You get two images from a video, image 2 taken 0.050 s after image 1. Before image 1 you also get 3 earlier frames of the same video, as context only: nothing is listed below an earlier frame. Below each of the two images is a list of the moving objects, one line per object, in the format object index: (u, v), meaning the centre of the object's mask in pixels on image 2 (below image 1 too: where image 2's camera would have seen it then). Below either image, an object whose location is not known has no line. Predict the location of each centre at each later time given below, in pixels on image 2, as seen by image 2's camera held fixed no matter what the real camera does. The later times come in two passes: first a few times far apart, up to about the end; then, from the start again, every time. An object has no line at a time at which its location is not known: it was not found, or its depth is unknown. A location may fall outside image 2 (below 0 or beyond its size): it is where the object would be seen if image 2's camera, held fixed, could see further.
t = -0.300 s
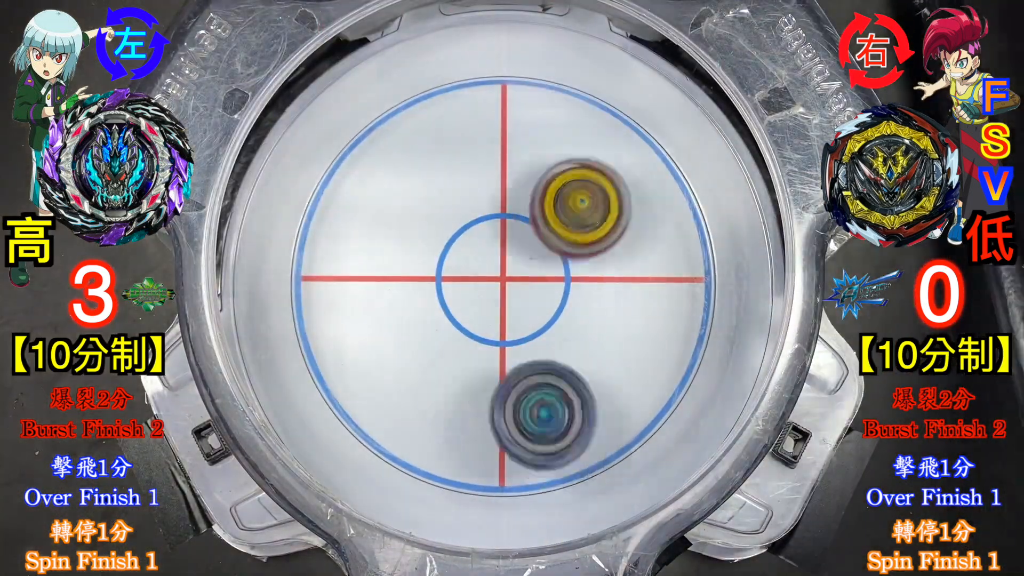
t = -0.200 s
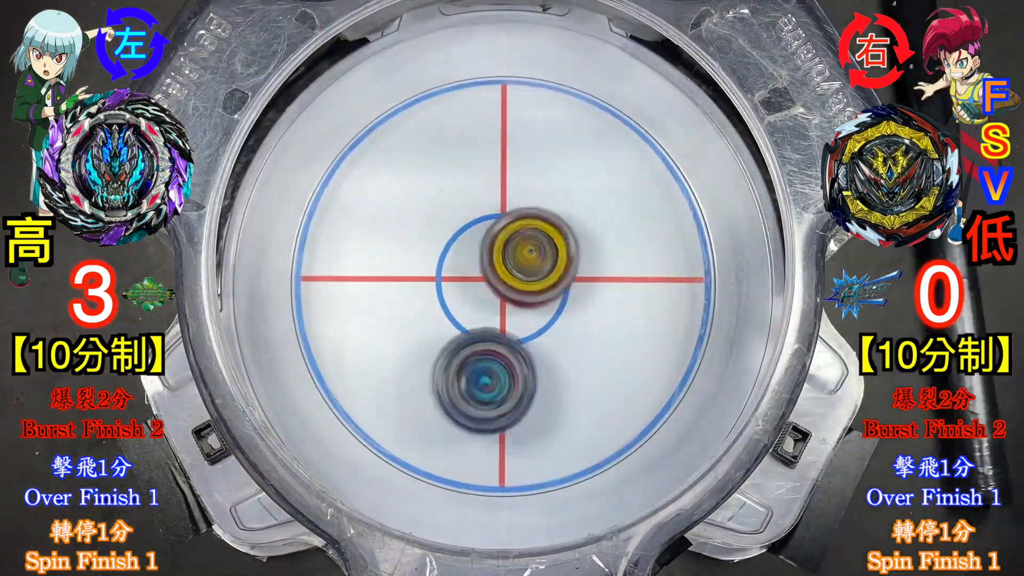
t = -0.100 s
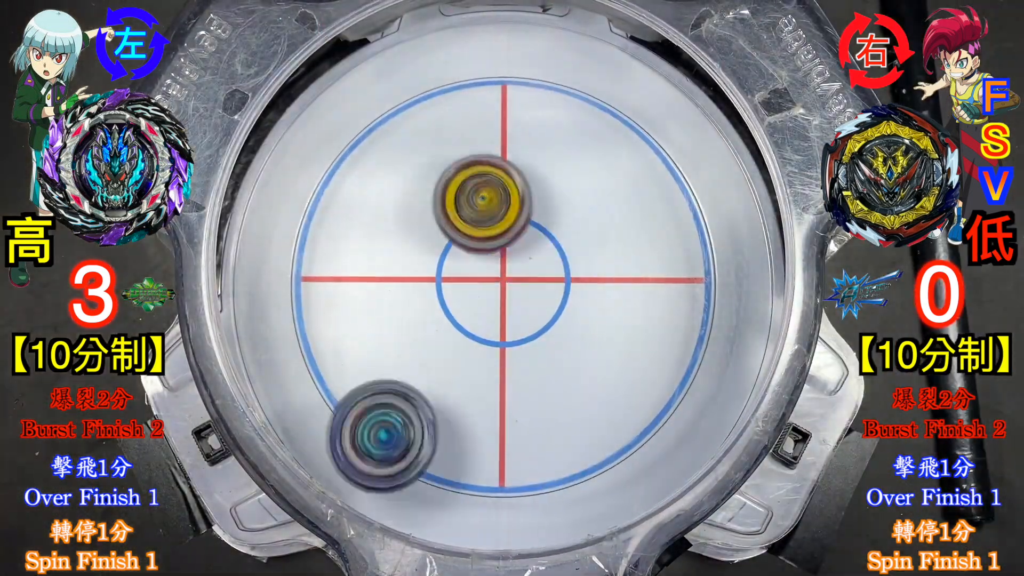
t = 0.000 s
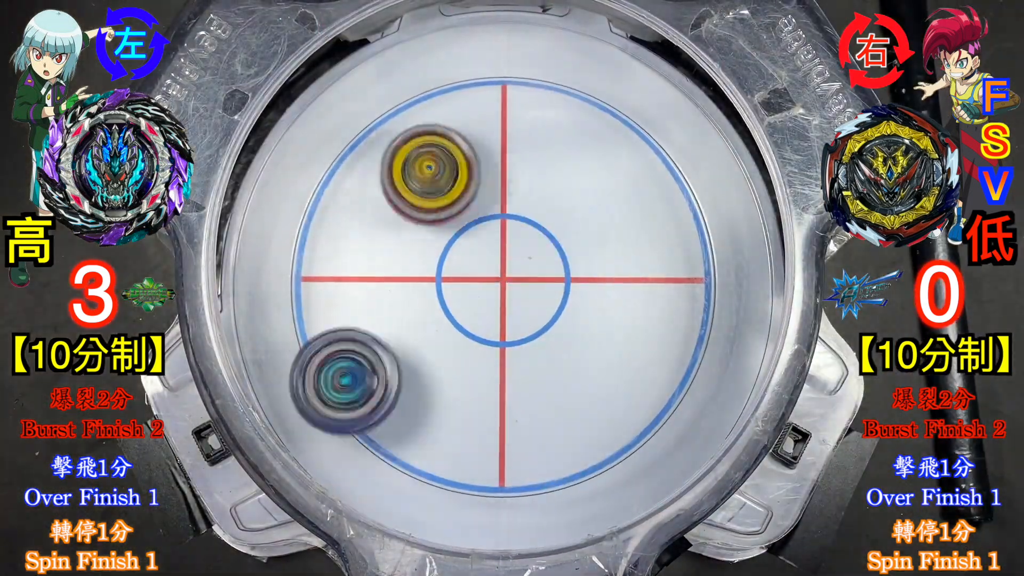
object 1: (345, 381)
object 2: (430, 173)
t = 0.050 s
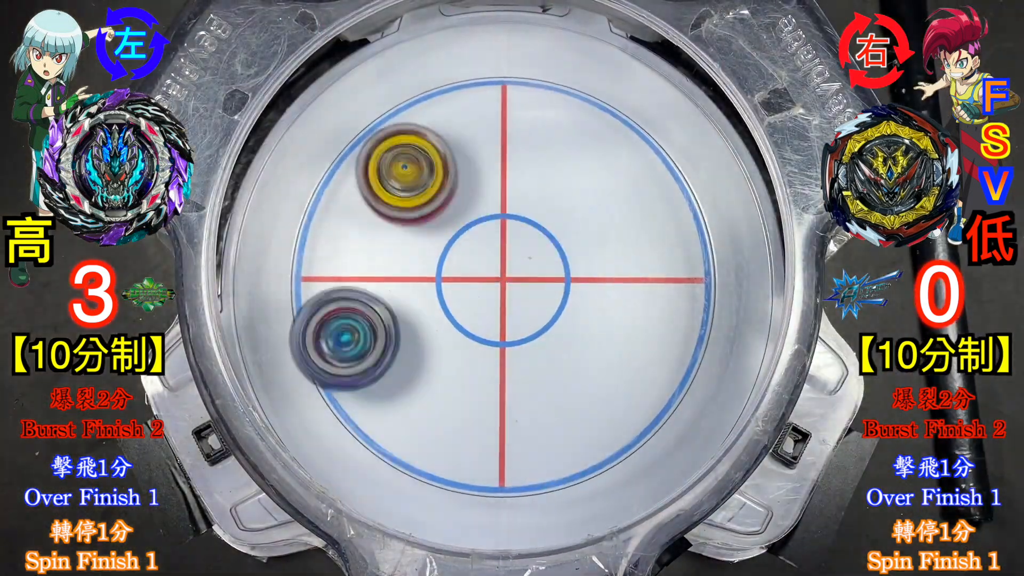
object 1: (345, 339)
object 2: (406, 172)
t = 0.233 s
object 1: (407, 409)
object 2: (421, 69)
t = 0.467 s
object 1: (515, 427)
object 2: (556, 285)
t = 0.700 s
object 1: (468, 417)
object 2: (620, 328)
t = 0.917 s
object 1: (413, 314)
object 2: (533, 259)
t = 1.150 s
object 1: (343, 290)
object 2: (534, 106)
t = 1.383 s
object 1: (532, 266)
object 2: (486, 162)
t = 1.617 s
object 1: (663, 398)
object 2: (416, 306)
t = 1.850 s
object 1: (582, 368)
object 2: (438, 426)
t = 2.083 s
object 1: (563, 268)
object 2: (478, 341)
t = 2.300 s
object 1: (622, 157)
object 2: (474, 289)
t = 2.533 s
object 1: (617, 223)
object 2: (478, 271)
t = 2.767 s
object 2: (414, 330)
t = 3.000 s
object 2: (507, 327)
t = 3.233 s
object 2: (501, 101)
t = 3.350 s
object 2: (467, 82)
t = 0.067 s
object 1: (348, 324)
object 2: (400, 175)
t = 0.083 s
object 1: (352, 308)
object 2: (394, 179)
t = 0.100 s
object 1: (358, 293)
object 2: (388, 183)
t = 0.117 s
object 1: (364, 292)
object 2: (385, 178)
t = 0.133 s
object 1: (367, 310)
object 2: (387, 151)
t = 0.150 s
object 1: (370, 328)
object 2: (389, 126)
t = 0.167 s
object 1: (375, 347)
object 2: (393, 104)
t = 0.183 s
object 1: (382, 365)
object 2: (396, 83)
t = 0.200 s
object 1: (390, 381)
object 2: (402, 64)
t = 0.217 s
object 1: (398, 395)
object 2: (411, 62)
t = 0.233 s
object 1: (407, 409)
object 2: (421, 69)
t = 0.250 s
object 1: (416, 419)
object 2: (431, 78)
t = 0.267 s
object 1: (425, 428)
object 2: (442, 89)
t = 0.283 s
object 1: (433, 435)
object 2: (453, 101)
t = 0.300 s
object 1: (441, 442)
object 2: (463, 114)
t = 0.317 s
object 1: (449, 449)
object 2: (474, 128)
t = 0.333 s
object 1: (459, 453)
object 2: (485, 144)
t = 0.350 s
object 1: (468, 454)
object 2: (495, 160)
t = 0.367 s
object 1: (477, 455)
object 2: (505, 177)
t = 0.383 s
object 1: (485, 454)
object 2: (515, 195)
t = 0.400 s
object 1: (492, 451)
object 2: (523, 213)
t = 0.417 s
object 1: (499, 446)
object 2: (532, 231)
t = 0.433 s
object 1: (505, 441)
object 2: (541, 250)
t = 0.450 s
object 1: (510, 435)
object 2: (549, 268)
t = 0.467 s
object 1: (515, 427)
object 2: (556, 285)
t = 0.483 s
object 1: (519, 420)
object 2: (563, 303)
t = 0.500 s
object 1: (522, 412)
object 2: (568, 321)
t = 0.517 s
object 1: (520, 415)
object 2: (577, 325)
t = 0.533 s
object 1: (518, 420)
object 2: (585, 328)
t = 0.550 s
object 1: (515, 424)
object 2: (593, 331)
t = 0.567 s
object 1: (511, 427)
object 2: (599, 332)
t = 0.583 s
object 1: (507, 429)
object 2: (605, 333)
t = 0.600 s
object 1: (503, 430)
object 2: (611, 334)
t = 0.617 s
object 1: (498, 430)
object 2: (615, 334)
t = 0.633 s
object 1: (493, 429)
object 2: (618, 333)
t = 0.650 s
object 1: (487, 427)
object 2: (620, 332)
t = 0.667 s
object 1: (481, 425)
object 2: (621, 332)
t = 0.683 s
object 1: (474, 421)
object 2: (621, 331)
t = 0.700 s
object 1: (468, 417)
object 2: (620, 328)
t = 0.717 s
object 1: (461, 412)
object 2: (617, 326)
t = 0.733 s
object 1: (454, 406)
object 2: (615, 323)
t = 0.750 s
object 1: (448, 400)
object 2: (612, 319)
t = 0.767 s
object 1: (441, 393)
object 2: (606, 315)
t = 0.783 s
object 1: (435, 386)
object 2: (600, 310)
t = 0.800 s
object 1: (428, 378)
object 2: (594, 304)
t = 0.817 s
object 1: (423, 370)
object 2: (588, 298)
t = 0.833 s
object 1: (419, 361)
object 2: (581, 293)
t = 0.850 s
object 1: (415, 351)
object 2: (572, 286)
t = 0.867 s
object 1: (413, 343)
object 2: (564, 280)
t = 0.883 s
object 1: (412, 333)
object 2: (555, 274)
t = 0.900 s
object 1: (412, 324)
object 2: (544, 266)
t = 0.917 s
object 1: (413, 314)
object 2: (533, 259)
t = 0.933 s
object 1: (416, 304)
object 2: (523, 253)
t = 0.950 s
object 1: (419, 295)
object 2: (513, 246)
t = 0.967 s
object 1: (411, 293)
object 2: (513, 233)
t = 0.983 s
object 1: (397, 295)
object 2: (517, 218)
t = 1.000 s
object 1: (384, 297)
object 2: (521, 202)
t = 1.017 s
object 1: (373, 299)
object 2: (524, 188)
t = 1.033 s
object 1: (363, 299)
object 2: (527, 173)
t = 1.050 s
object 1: (354, 300)
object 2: (529, 160)
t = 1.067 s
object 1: (347, 300)
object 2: (532, 148)
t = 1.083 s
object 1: (342, 299)
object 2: (533, 137)
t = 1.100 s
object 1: (339, 297)
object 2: (534, 127)
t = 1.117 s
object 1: (339, 295)
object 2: (534, 119)
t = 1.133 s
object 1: (340, 293)
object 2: (534, 112)
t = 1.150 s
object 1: (343, 290)
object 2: (534, 106)
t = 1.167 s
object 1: (347, 286)
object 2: (533, 101)
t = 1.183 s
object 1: (355, 282)
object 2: (532, 98)
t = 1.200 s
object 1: (364, 278)
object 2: (531, 97)
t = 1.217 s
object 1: (374, 274)
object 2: (528, 96)
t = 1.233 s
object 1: (387, 271)
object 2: (526, 98)
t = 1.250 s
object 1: (399, 269)
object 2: (523, 101)
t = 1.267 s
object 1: (413, 266)
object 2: (520, 105)
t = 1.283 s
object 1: (428, 263)
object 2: (516, 111)
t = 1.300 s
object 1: (444, 261)
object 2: (512, 118)
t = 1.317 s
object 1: (460, 259)
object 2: (508, 126)
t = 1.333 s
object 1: (477, 258)
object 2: (503, 135)
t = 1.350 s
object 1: (495, 257)
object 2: (498, 145)
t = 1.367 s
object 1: (513, 258)
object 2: (493, 157)
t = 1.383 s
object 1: (532, 266)
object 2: (486, 162)
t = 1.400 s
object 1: (550, 275)
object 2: (479, 168)
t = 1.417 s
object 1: (568, 285)
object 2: (472, 175)
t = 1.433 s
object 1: (585, 297)
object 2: (465, 182)
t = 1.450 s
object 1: (600, 307)
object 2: (457, 190)
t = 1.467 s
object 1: (615, 318)
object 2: (450, 199)
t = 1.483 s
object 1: (629, 329)
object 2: (442, 209)
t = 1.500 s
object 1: (643, 339)
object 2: (435, 219)
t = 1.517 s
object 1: (656, 352)
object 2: (430, 230)
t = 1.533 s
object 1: (667, 364)
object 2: (425, 242)
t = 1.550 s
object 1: (676, 378)
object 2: (420, 253)
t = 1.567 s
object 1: (683, 390)
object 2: (418, 266)
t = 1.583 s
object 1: (679, 395)
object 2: (416, 279)
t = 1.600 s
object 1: (671, 396)
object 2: (416, 292)
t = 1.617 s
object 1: (663, 398)
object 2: (416, 306)
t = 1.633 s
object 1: (655, 400)
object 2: (419, 319)
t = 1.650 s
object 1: (646, 403)
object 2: (422, 332)
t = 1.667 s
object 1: (635, 407)
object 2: (426, 344)
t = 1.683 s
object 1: (622, 407)
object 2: (431, 356)
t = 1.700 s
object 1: (608, 405)
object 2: (437, 368)
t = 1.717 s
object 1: (594, 403)
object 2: (445, 379)
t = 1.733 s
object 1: (581, 401)
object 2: (453, 388)
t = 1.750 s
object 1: (569, 401)
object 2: (461, 397)
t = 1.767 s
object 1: (569, 396)
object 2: (457, 405)
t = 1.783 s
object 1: (571, 390)
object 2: (452, 411)
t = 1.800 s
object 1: (575, 384)
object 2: (447, 417)
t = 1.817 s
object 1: (579, 378)
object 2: (443, 422)
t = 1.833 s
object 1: (583, 374)
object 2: (439, 426)
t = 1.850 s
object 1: (582, 368)
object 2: (438, 426)
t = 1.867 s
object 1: (582, 359)
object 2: (437, 426)
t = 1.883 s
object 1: (582, 351)
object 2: (436, 425)
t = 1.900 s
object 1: (582, 344)
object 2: (436, 425)
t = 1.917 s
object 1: (582, 339)
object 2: (437, 422)
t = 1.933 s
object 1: (579, 331)
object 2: (440, 417)
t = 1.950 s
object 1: (578, 324)
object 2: (443, 412)
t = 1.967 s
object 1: (577, 315)
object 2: (447, 405)
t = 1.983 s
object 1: (576, 309)
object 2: (451, 397)
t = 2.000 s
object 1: (573, 303)
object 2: (455, 389)
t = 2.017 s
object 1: (570, 296)
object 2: (460, 379)
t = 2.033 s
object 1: (566, 289)
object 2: (466, 369)
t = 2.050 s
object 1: (565, 283)
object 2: (472, 358)
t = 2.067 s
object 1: (560, 279)
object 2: (479, 347)
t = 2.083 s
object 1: (563, 268)
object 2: (478, 341)
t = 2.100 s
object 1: (571, 252)
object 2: (475, 336)
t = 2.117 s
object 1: (581, 239)
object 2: (471, 333)
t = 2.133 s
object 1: (587, 228)
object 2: (468, 328)
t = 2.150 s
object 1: (592, 215)
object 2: (464, 324)
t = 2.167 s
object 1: (598, 204)
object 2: (463, 320)
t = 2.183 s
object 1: (605, 195)
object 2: (462, 316)
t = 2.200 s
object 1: (608, 187)
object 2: (462, 311)
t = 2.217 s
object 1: (612, 178)
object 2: (462, 306)
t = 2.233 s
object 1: (616, 171)
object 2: (462, 301)
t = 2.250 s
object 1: (619, 167)
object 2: (464, 298)
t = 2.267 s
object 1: (620, 162)
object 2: (467, 295)
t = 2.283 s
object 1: (620, 159)
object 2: (470, 292)
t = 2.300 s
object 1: (622, 157)
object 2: (474, 289)
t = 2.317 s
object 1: (621, 157)
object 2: (477, 286)
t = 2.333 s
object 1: (619, 157)
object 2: (480, 284)
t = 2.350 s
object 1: (618, 158)
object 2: (484, 282)
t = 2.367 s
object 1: (617, 161)
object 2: (489, 280)
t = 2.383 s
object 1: (611, 165)
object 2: (493, 278)
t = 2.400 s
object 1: (608, 169)
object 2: (496, 275)
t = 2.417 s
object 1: (606, 176)
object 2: (500, 273)
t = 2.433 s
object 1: (599, 184)
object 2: (504, 271)
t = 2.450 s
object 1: (593, 191)
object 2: (508, 270)
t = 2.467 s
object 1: (589, 199)
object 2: (512, 267)
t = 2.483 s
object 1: (591, 206)
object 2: (507, 266)
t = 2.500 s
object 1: (599, 210)
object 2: (497, 268)
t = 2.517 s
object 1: (608, 215)
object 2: (486, 269)
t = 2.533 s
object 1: (617, 223)
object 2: (478, 271)
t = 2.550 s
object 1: (622, 231)
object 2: (468, 271)
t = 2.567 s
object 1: (628, 238)
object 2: (460, 273)
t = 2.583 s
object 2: (451, 276)
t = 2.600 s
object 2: (444, 280)
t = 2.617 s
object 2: (437, 282)
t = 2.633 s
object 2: (431, 287)
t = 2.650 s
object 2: (425, 292)
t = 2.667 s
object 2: (422, 297)
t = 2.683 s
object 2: (418, 302)
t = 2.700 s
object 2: (415, 307)
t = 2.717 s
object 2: (413, 314)
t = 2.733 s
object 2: (413, 319)
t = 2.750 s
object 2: (414, 324)
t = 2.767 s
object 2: (414, 330)
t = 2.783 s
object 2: (417, 336)
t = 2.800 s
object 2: (421, 341)
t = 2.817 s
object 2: (425, 346)
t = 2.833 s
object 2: (430, 351)
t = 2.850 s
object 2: (437, 357)
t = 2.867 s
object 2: (444, 360)
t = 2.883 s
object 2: (452, 364)
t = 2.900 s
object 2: (462, 368)
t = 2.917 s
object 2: (472, 369)
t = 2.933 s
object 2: (482, 370)
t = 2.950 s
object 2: (493, 372)
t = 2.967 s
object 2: (504, 368)
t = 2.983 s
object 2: (506, 347)
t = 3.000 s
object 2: (507, 327)
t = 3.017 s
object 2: (510, 308)
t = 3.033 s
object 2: (513, 288)
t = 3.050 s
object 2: (514, 268)
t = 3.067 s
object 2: (516, 250)
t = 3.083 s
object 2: (518, 231)
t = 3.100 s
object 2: (518, 213)
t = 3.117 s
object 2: (518, 196)
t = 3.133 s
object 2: (517, 179)
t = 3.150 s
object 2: (515, 163)
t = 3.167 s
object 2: (513, 149)
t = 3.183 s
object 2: (511, 135)
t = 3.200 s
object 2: (508, 122)
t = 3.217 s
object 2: (504, 111)
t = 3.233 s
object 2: (501, 101)
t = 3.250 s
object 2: (497, 93)
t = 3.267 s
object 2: (493, 86)
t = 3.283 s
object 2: (489, 81)
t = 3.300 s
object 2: (484, 78)
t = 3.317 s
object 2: (478, 78)
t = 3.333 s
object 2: (473, 79)
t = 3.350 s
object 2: (467, 82)
